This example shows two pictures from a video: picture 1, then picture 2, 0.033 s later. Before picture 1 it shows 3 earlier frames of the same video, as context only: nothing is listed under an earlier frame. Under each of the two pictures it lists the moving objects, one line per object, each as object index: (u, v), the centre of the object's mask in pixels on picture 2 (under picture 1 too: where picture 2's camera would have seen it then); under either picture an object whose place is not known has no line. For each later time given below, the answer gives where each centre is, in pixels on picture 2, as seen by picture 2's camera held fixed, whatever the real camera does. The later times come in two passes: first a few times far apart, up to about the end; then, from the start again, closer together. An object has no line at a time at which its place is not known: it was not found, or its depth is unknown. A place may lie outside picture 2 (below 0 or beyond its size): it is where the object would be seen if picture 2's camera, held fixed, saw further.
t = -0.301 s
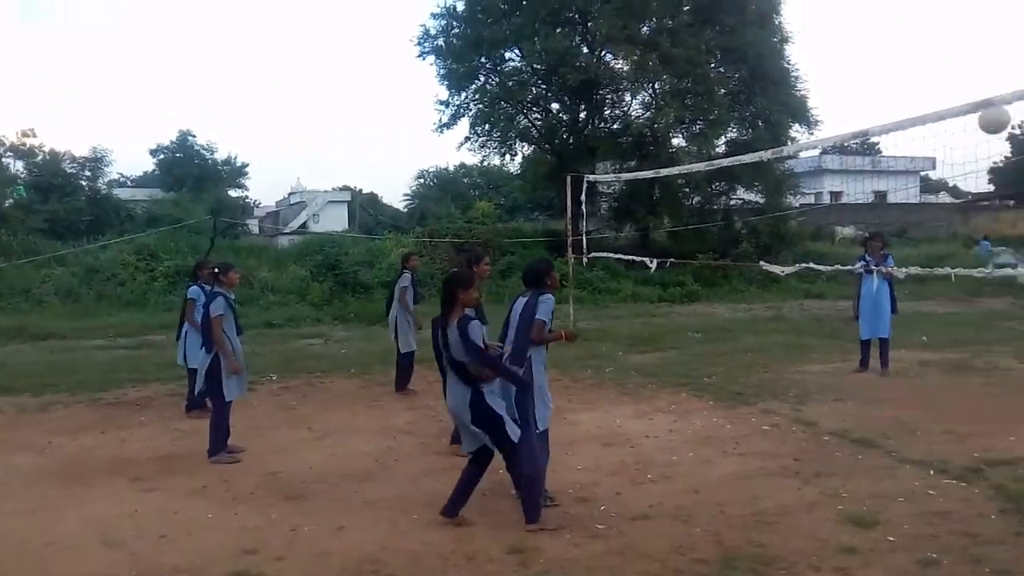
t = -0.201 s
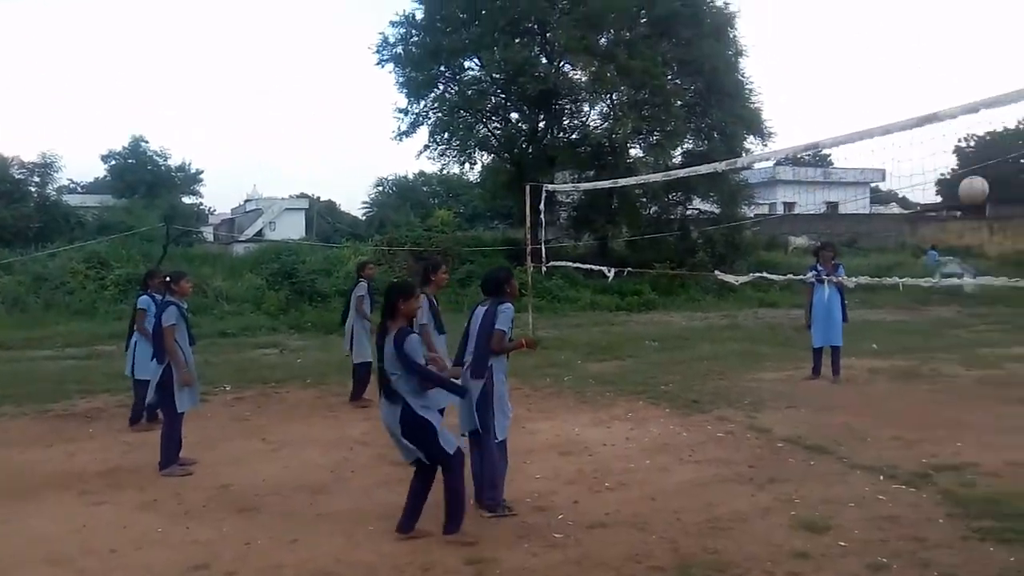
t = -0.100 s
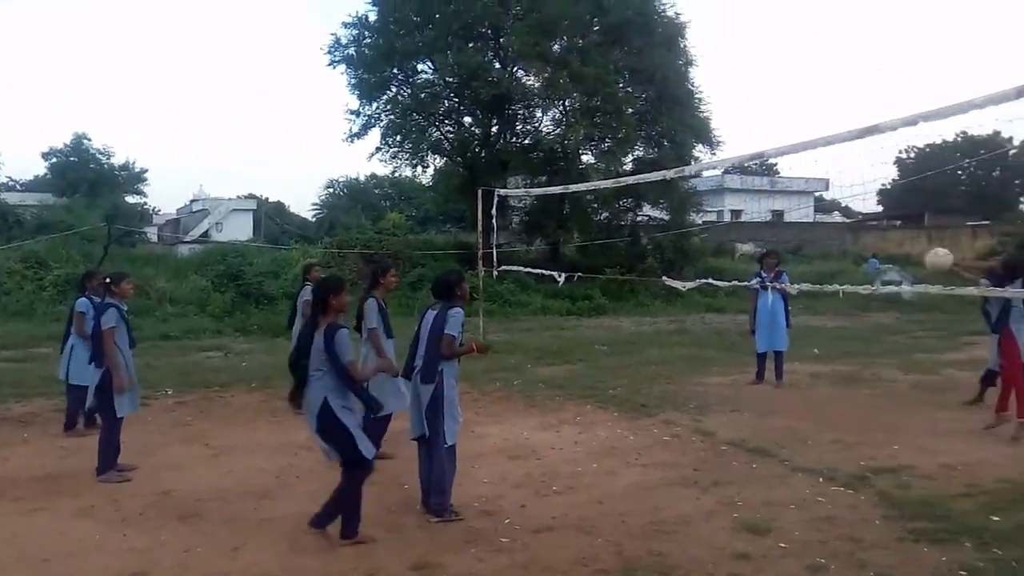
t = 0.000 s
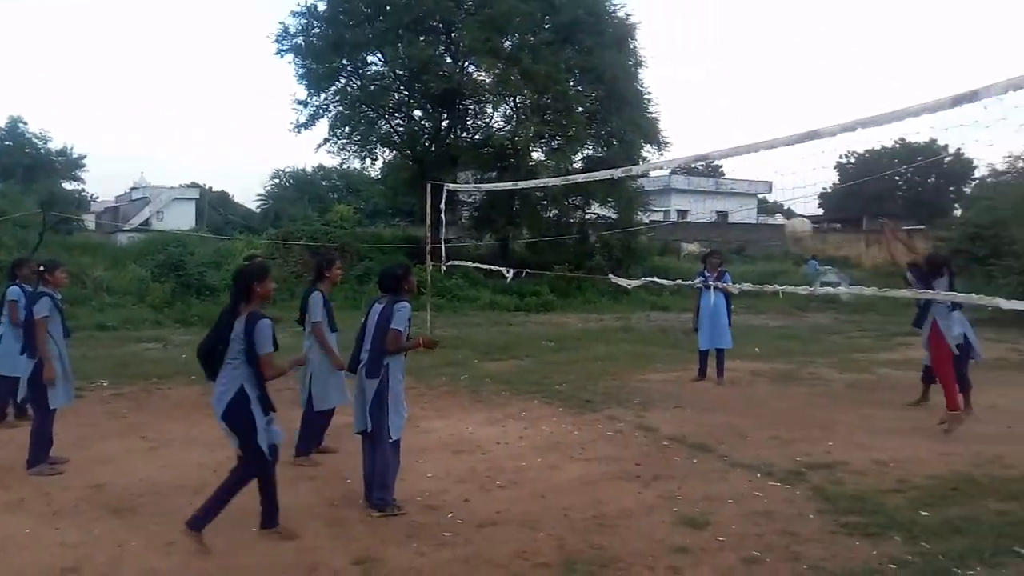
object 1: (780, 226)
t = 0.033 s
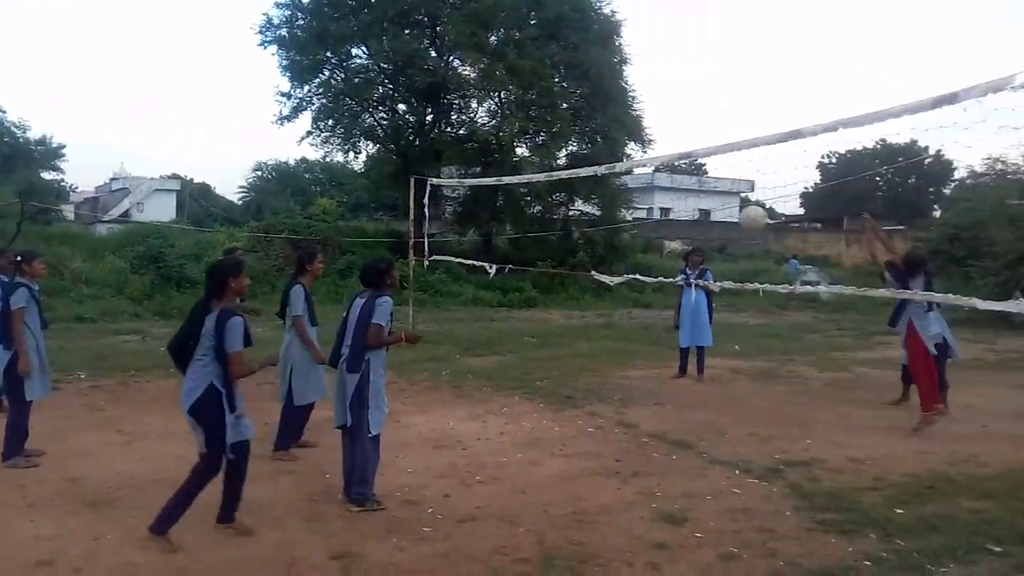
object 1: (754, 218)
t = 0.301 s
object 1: (605, 174)
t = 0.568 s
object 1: (630, 238)
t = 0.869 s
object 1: (675, 378)
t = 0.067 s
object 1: (725, 212)
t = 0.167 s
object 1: (641, 192)
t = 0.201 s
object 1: (622, 185)
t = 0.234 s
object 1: (611, 177)
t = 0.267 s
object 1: (607, 174)
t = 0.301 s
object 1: (605, 174)
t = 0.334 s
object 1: (605, 177)
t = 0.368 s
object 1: (606, 180)
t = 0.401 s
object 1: (609, 187)
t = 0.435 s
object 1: (612, 195)
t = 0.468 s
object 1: (616, 203)
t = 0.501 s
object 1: (620, 213)
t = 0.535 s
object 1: (625, 224)
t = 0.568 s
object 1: (630, 238)
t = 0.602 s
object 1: (635, 252)
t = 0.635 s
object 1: (639, 267)
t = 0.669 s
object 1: (643, 281)
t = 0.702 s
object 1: (649, 296)
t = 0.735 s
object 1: (655, 310)
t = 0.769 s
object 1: (660, 325)
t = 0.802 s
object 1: (665, 341)
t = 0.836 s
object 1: (670, 361)
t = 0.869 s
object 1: (675, 378)
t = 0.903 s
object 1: (680, 398)
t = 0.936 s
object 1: (685, 417)
